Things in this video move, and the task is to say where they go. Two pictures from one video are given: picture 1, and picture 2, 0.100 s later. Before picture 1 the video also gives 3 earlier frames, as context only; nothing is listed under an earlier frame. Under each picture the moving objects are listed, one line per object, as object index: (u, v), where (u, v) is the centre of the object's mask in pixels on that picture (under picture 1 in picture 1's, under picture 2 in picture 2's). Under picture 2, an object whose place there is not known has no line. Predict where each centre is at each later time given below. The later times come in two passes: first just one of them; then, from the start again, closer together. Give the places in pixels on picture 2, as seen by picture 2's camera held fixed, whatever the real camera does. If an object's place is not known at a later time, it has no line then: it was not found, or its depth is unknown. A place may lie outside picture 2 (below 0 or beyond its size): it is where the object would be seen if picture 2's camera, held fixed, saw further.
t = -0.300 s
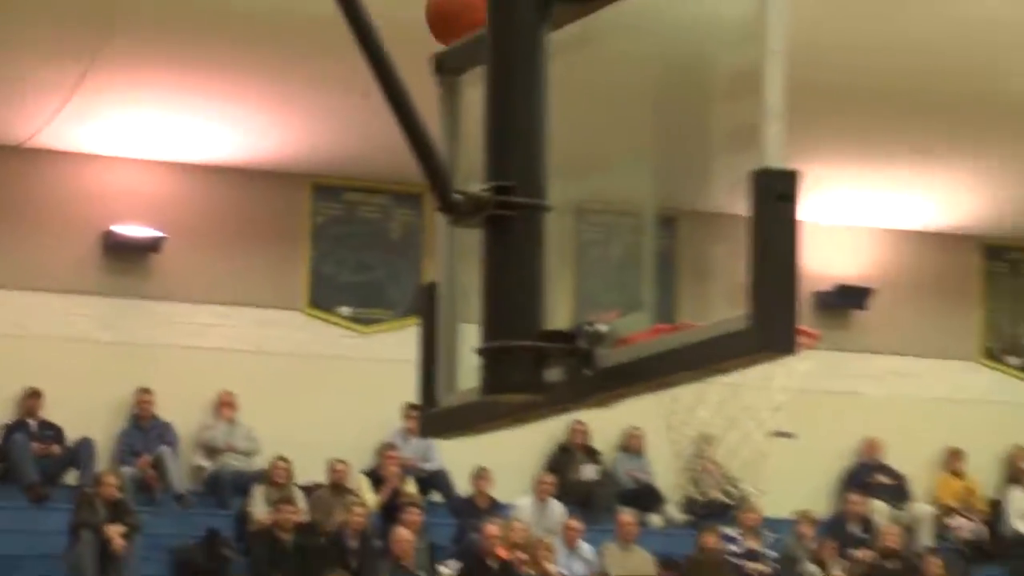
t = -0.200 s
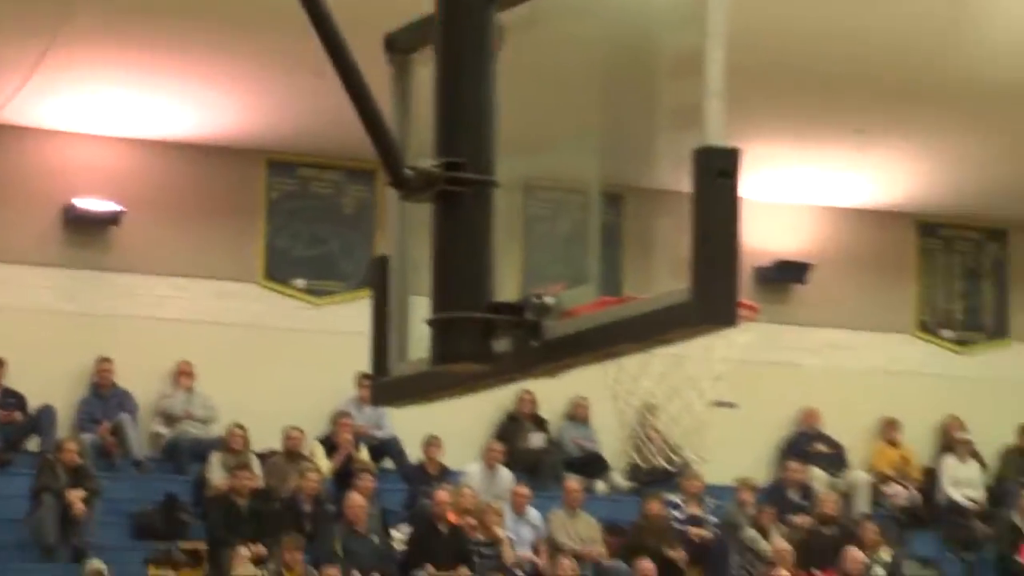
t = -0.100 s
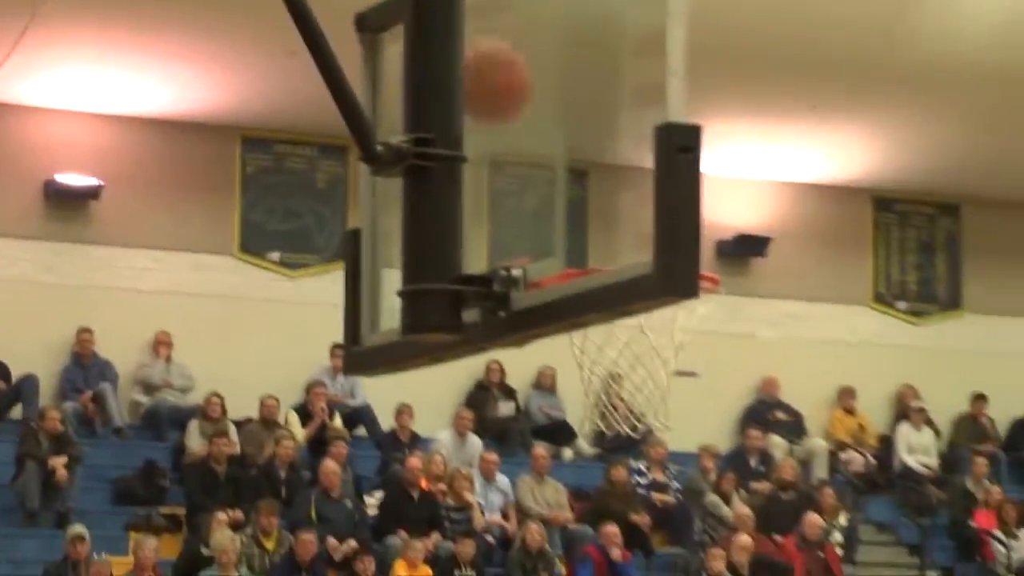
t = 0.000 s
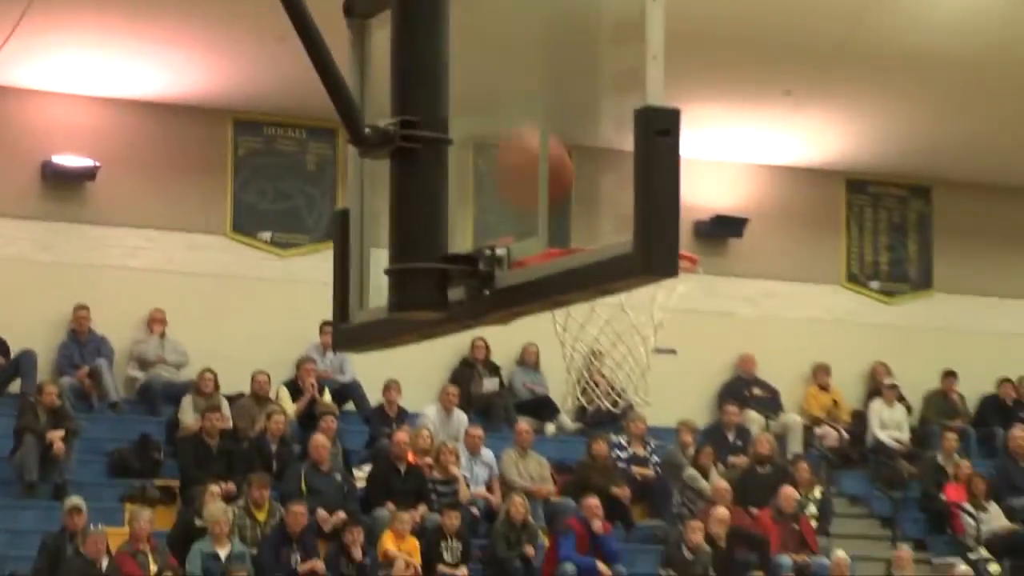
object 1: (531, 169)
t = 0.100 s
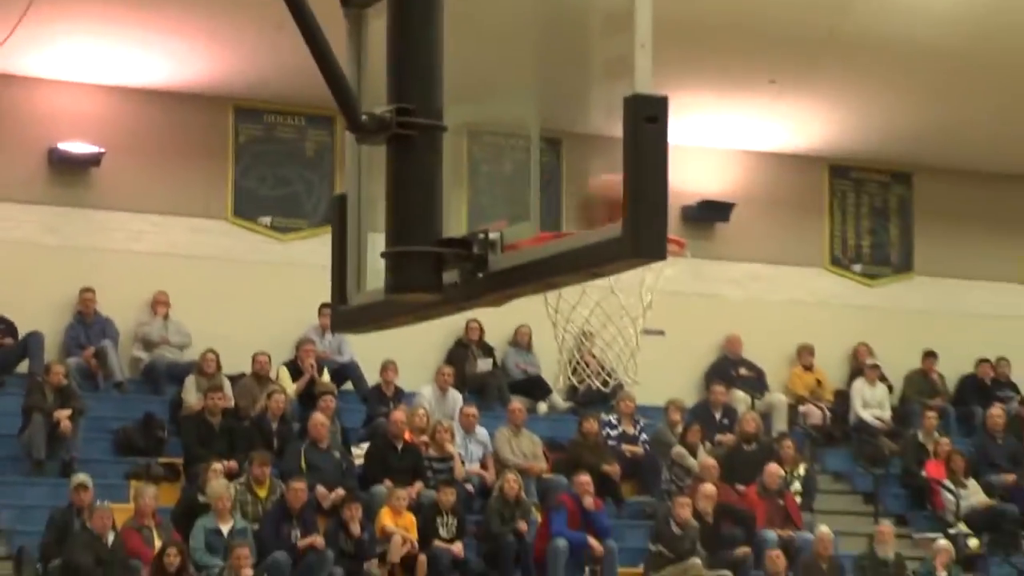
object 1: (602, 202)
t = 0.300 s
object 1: (738, 116)
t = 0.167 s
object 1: (682, 181)
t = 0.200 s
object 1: (690, 161)
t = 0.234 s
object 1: (701, 144)
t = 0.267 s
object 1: (719, 128)
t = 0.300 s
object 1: (738, 116)
